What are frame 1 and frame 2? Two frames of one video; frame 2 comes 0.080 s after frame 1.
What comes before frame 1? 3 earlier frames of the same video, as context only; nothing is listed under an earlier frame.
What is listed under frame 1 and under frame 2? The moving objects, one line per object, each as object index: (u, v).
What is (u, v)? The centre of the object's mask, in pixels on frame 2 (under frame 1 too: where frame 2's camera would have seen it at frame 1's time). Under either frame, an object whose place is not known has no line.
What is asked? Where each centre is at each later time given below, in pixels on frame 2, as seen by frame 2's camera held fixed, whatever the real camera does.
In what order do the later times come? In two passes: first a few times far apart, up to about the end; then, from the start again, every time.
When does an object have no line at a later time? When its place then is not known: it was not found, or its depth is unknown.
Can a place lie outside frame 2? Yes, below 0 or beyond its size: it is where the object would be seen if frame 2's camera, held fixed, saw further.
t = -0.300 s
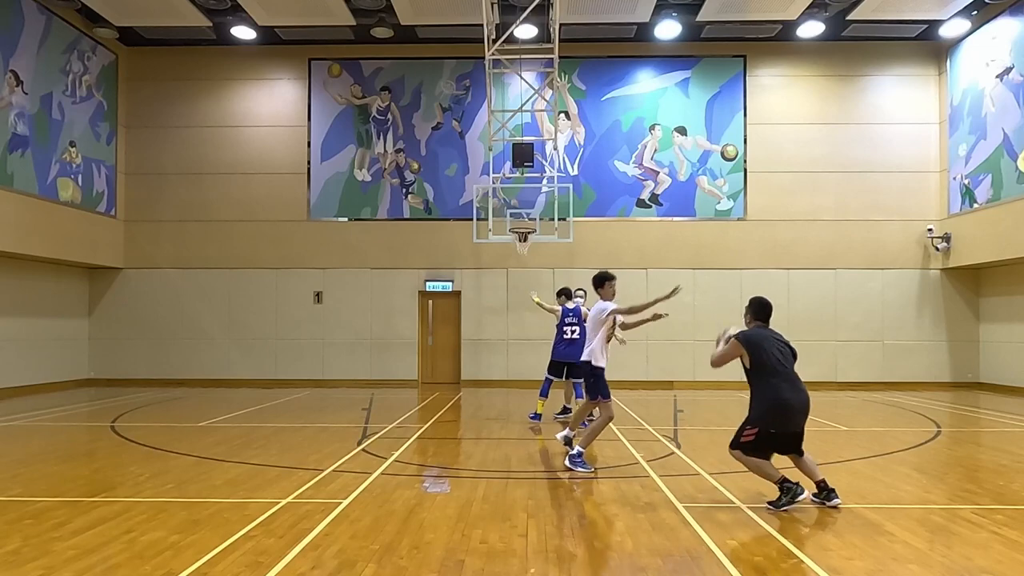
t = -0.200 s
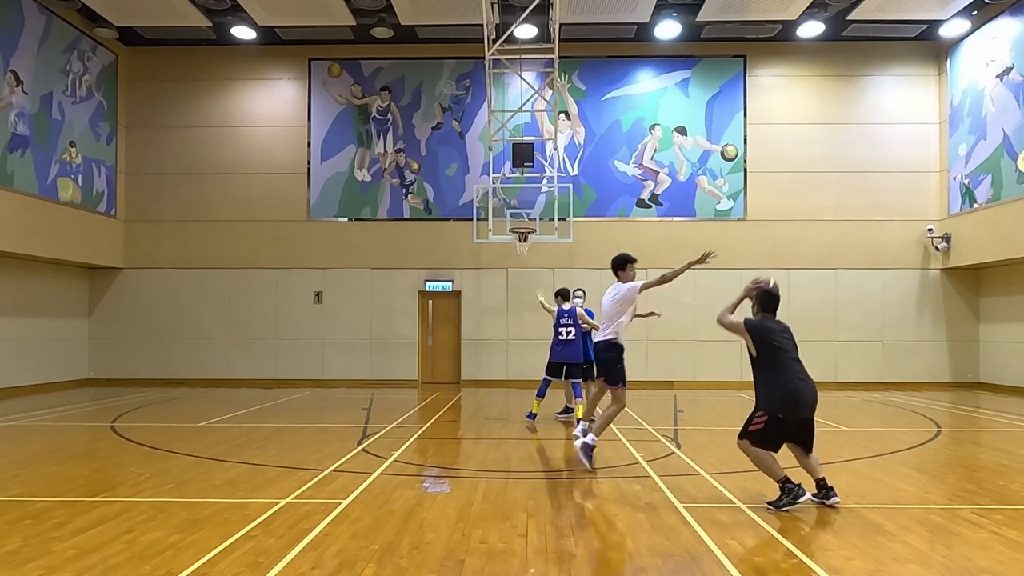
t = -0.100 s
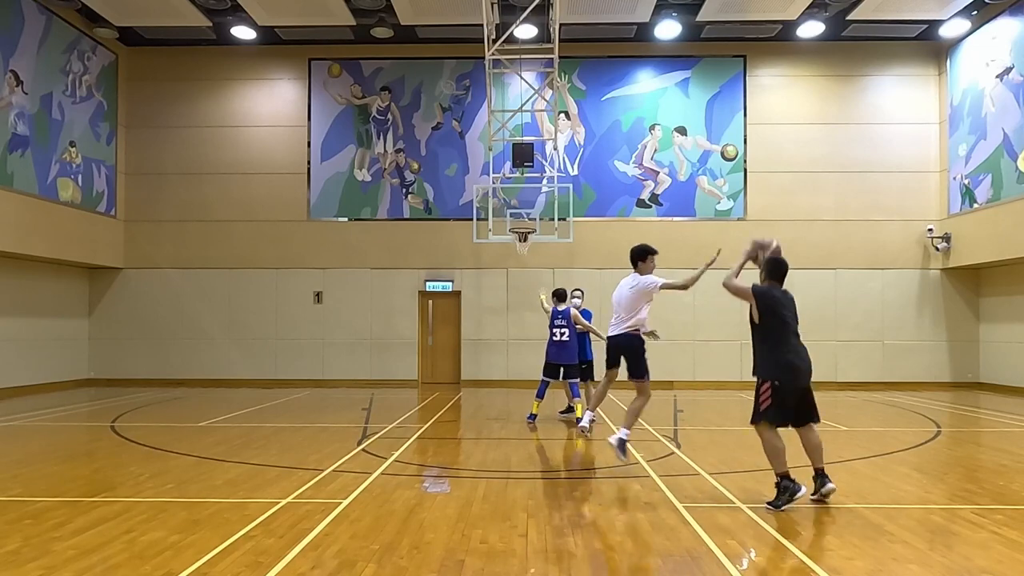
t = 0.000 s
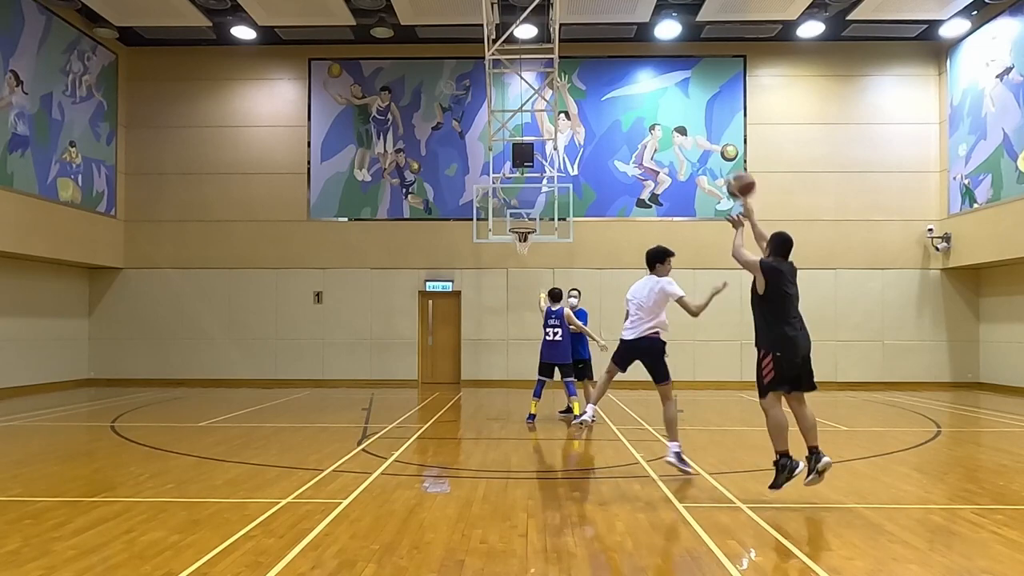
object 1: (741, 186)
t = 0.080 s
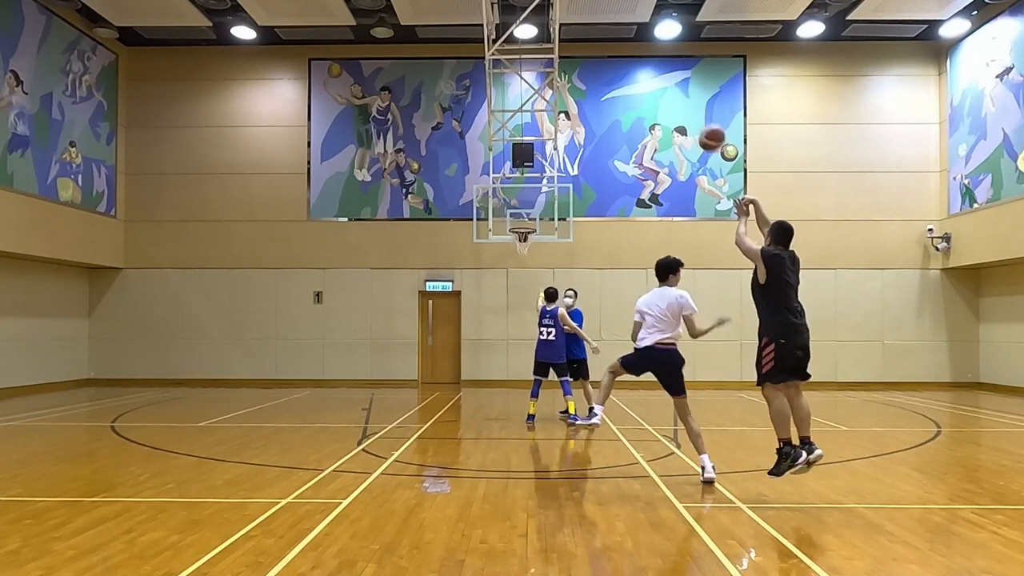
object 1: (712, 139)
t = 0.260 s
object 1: (660, 74)
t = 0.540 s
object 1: (604, 52)
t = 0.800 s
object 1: (567, 85)
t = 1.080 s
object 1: (540, 156)
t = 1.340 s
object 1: (521, 233)
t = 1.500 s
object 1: (523, 290)
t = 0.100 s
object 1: (705, 129)
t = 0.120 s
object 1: (699, 120)
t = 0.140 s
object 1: (693, 112)
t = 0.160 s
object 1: (687, 104)
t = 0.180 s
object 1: (681, 97)
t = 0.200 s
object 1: (676, 91)
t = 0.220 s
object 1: (670, 85)
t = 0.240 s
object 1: (665, 79)
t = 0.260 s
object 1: (660, 74)
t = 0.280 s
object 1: (655, 70)
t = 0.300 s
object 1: (650, 66)
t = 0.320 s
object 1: (646, 62)
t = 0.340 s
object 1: (641, 60)
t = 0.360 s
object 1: (637, 57)
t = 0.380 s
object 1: (633, 55)
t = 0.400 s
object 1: (629, 53)
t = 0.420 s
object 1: (625, 52)
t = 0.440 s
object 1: (622, 52)
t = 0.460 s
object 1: (618, 51)
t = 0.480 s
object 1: (614, 50)
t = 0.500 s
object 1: (611, 51)
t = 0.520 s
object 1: (607, 51)
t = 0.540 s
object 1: (604, 52)
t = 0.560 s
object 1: (601, 53)
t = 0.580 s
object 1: (597, 54)
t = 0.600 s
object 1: (595, 55)
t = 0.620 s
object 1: (591, 57)
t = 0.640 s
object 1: (589, 60)
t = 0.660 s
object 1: (586, 62)
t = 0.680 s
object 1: (583, 64)
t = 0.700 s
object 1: (580, 67)
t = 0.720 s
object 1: (578, 70)
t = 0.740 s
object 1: (575, 73)
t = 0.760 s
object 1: (572, 77)
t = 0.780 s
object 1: (569, 81)
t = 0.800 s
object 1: (567, 85)
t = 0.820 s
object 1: (565, 88)
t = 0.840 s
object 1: (563, 92)
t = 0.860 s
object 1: (561, 97)
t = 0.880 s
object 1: (559, 103)
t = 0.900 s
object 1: (557, 108)
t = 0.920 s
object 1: (554, 112)
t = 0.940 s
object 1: (552, 116)
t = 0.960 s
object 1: (550, 122)
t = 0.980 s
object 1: (548, 127)
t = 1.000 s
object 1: (547, 132)
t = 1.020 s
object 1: (546, 137)
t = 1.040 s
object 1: (543, 144)
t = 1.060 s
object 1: (541, 150)
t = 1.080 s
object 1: (540, 156)
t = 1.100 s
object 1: (537, 161)
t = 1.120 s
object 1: (535, 168)
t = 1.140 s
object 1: (535, 174)
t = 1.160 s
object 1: (532, 181)
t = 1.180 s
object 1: (531, 187)
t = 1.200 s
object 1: (529, 194)
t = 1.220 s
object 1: (528, 200)
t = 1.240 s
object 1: (526, 208)
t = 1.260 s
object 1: (525, 215)
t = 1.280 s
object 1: (523, 222)
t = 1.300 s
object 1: (521, 224)
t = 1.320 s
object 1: (522, 232)
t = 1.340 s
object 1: (521, 233)
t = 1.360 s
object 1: (521, 240)
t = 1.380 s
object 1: (521, 250)
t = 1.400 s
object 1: (522, 259)
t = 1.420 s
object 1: (522, 264)
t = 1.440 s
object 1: (522, 271)
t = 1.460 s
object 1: (523, 277)
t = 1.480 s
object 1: (523, 284)
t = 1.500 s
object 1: (523, 290)
